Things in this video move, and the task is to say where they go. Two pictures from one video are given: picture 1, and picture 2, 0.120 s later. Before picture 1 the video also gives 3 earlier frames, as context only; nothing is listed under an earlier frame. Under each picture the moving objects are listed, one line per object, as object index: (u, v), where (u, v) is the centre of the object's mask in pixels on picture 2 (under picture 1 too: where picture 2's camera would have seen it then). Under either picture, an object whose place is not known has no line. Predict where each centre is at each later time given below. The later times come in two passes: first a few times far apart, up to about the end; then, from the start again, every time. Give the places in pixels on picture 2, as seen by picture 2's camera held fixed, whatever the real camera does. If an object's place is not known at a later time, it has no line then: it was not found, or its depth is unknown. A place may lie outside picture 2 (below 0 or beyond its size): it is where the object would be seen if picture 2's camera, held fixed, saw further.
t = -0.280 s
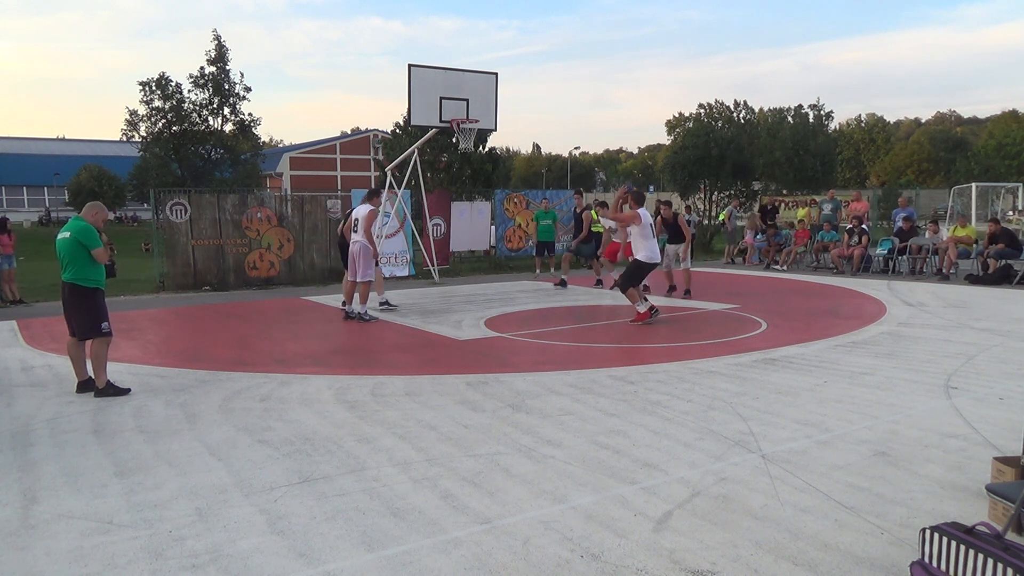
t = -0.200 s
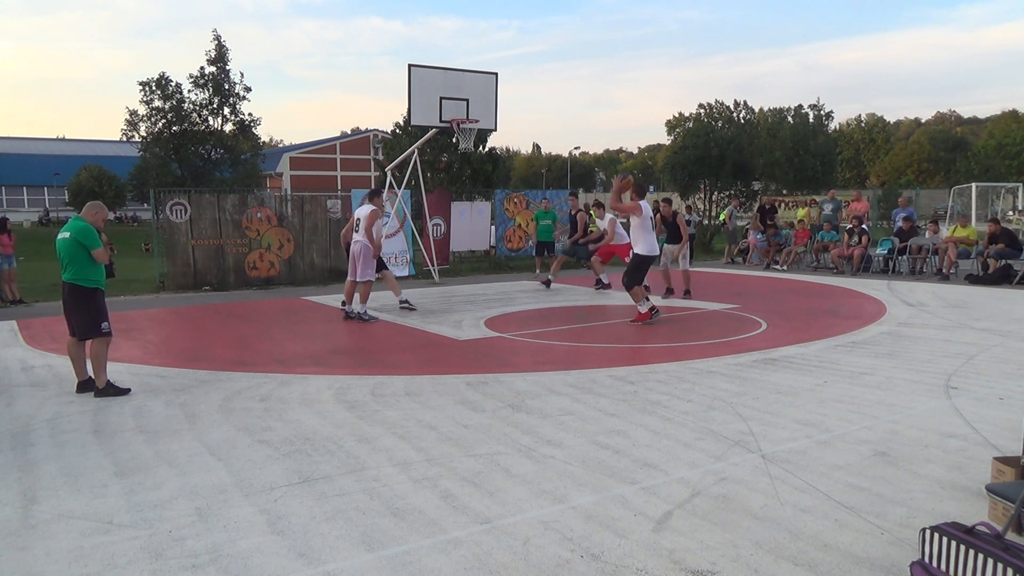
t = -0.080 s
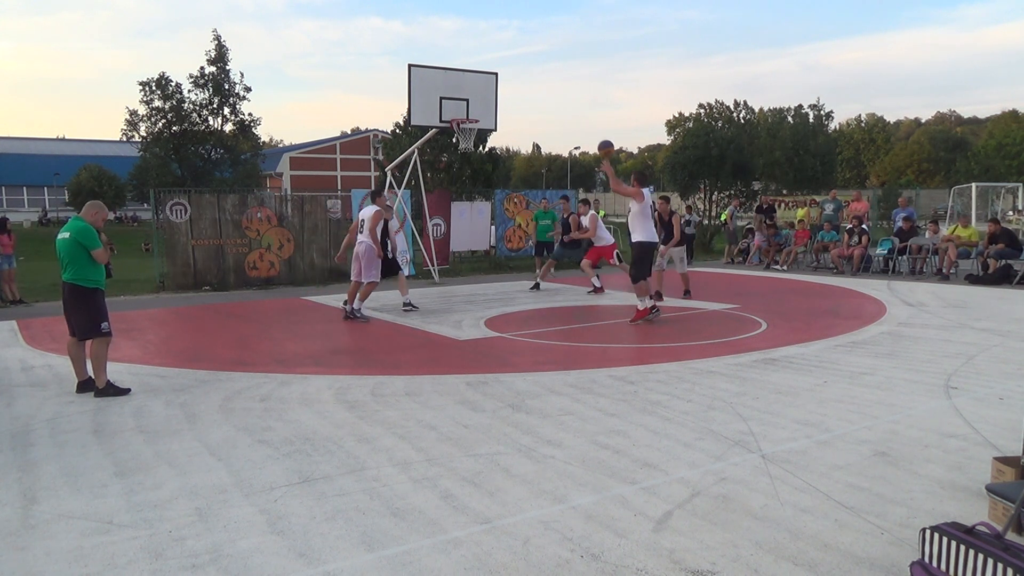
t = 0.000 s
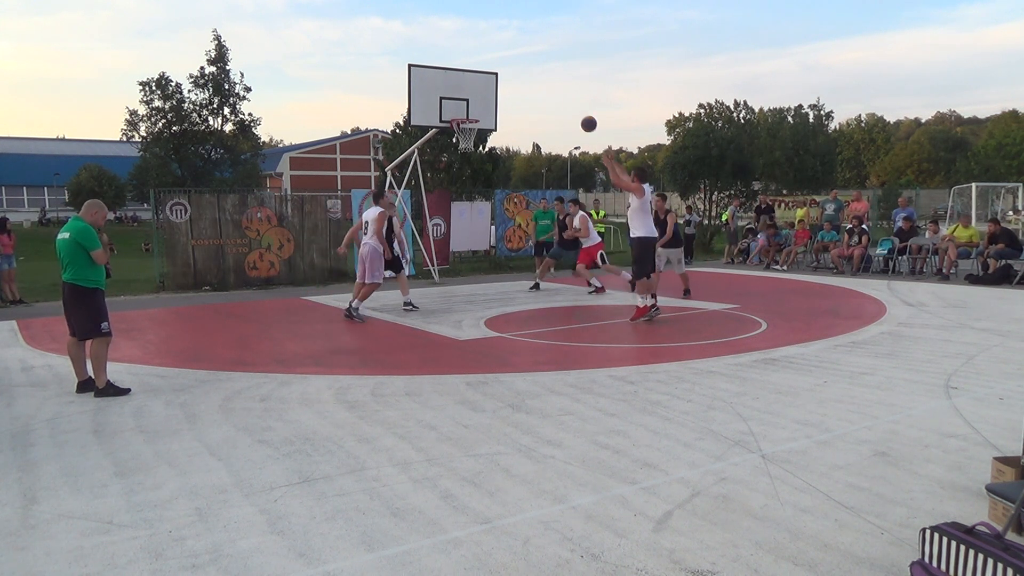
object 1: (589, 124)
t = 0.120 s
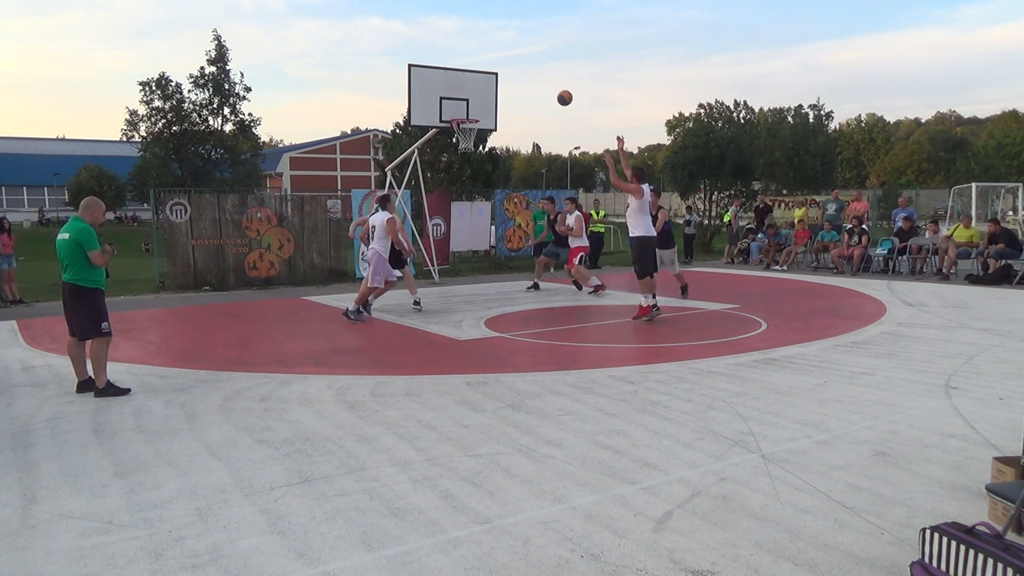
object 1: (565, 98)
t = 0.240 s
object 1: (542, 83)
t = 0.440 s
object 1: (508, 79)
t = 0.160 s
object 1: (557, 92)
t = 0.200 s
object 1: (550, 87)
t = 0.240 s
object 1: (542, 83)
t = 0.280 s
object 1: (535, 80)
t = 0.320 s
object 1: (528, 78)
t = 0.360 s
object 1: (521, 78)
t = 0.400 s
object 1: (515, 78)
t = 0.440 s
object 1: (508, 79)
